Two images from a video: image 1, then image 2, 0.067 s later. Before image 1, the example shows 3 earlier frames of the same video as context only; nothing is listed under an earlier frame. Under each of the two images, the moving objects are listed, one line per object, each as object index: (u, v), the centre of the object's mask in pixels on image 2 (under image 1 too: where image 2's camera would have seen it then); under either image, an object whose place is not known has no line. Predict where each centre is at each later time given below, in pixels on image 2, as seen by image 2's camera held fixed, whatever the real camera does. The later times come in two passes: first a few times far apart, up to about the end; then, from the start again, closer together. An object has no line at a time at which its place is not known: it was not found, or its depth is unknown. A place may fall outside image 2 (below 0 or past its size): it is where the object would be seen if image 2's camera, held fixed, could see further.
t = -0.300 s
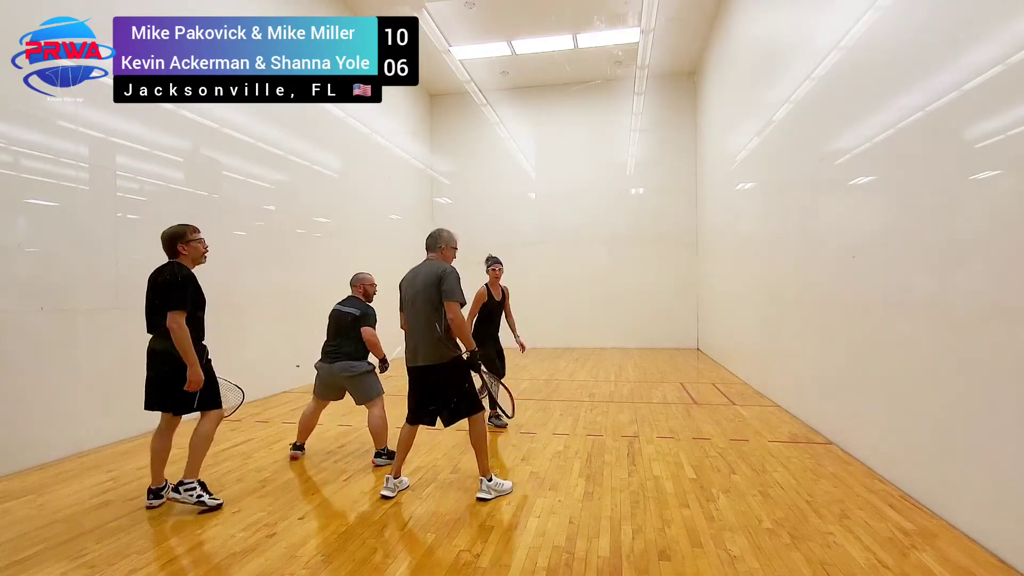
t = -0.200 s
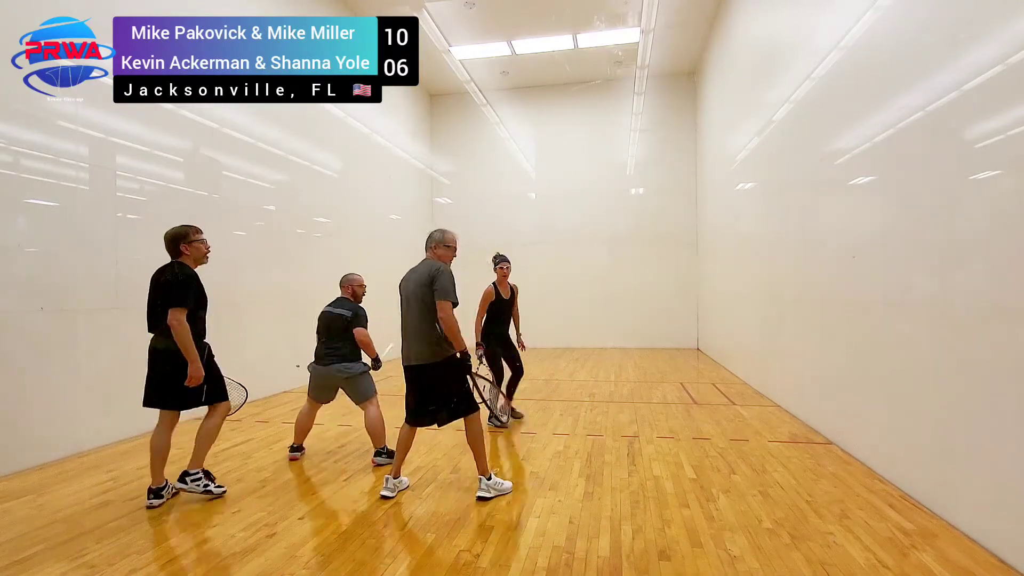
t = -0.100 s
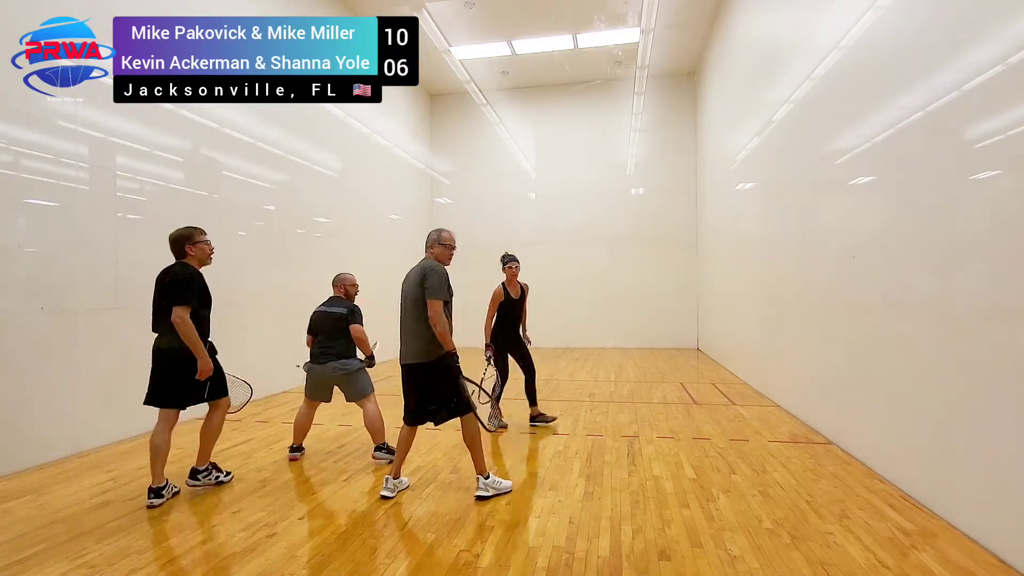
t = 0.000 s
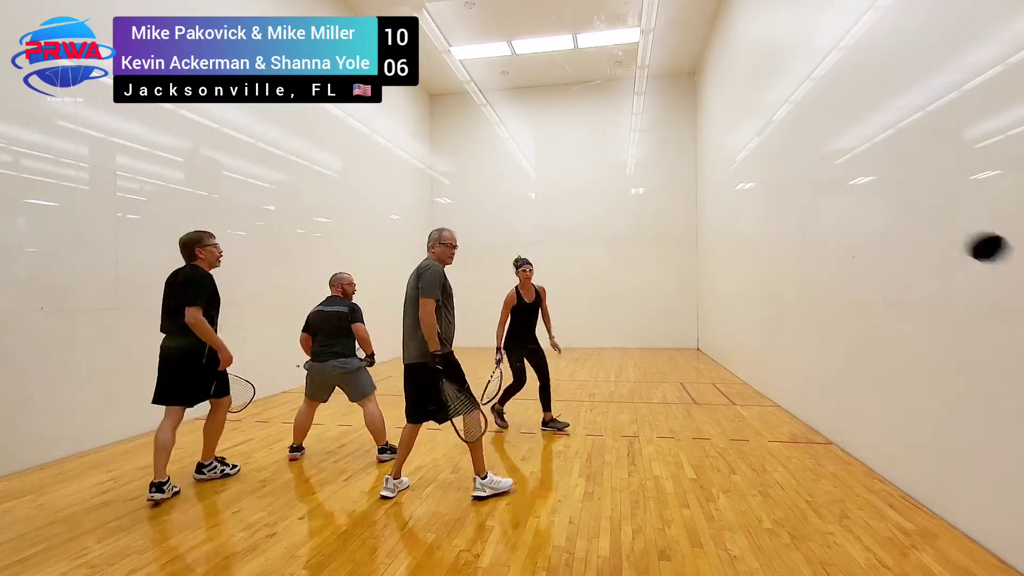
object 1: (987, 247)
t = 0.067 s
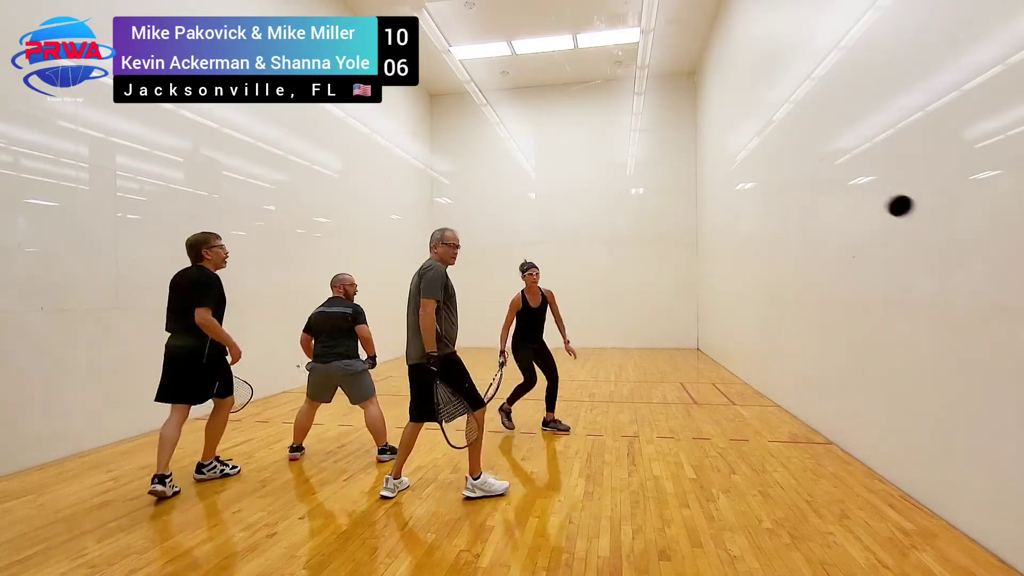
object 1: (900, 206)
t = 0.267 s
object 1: (794, 210)
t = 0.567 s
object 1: (743, 305)
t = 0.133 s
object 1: (849, 195)
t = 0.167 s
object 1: (831, 195)
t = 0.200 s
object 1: (816, 198)
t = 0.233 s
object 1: (804, 204)
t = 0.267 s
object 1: (794, 210)
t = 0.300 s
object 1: (785, 218)
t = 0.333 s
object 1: (777, 227)
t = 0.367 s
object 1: (771, 237)
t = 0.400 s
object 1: (765, 247)
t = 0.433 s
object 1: (759, 258)
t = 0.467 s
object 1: (755, 269)
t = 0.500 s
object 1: (751, 281)
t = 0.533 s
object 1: (747, 293)
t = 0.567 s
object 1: (743, 305)
